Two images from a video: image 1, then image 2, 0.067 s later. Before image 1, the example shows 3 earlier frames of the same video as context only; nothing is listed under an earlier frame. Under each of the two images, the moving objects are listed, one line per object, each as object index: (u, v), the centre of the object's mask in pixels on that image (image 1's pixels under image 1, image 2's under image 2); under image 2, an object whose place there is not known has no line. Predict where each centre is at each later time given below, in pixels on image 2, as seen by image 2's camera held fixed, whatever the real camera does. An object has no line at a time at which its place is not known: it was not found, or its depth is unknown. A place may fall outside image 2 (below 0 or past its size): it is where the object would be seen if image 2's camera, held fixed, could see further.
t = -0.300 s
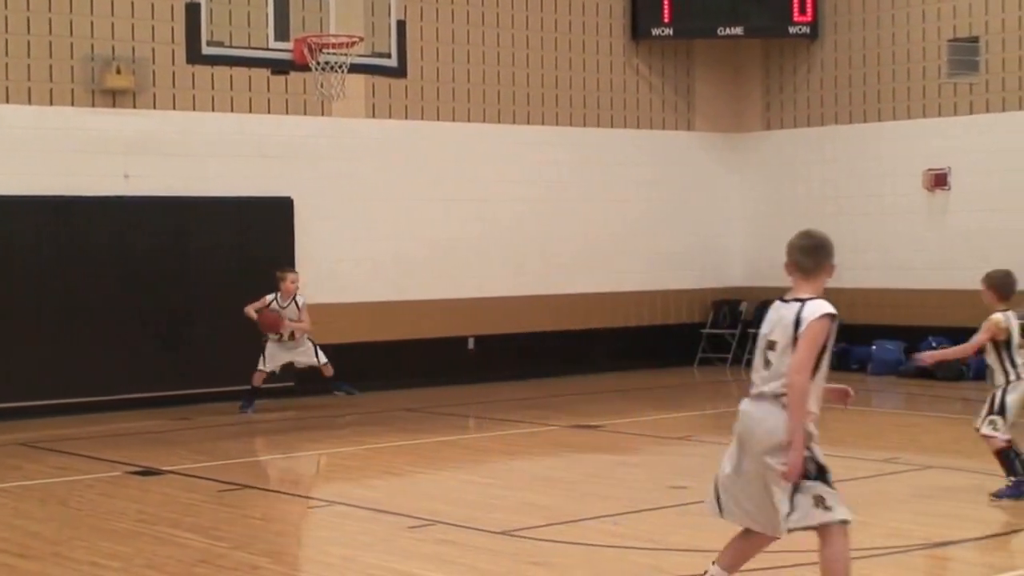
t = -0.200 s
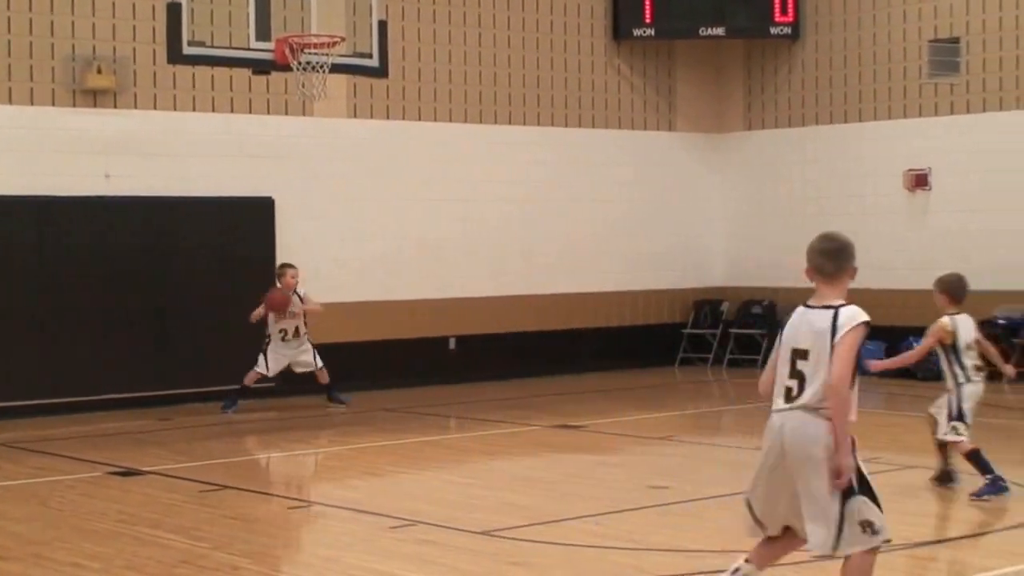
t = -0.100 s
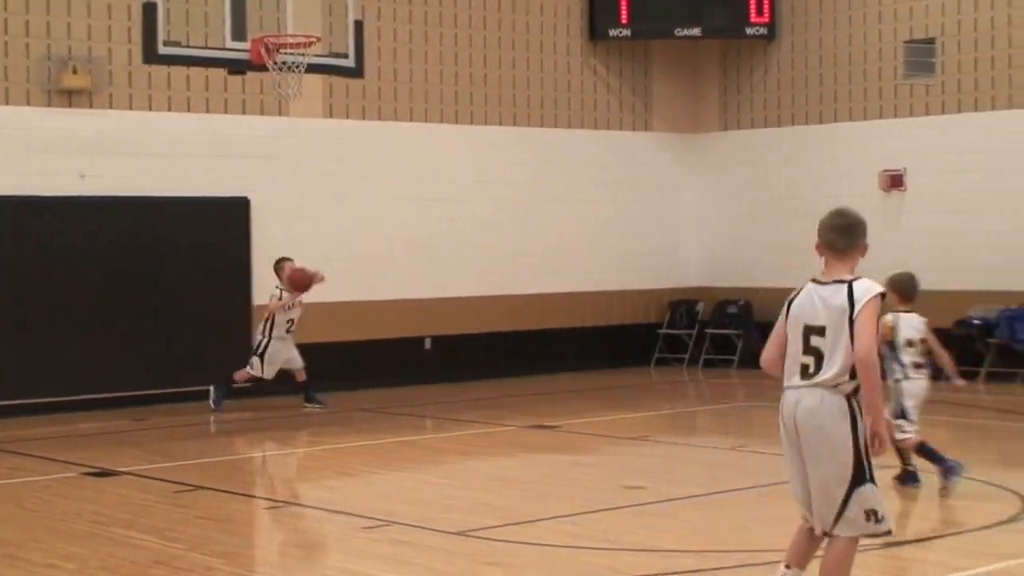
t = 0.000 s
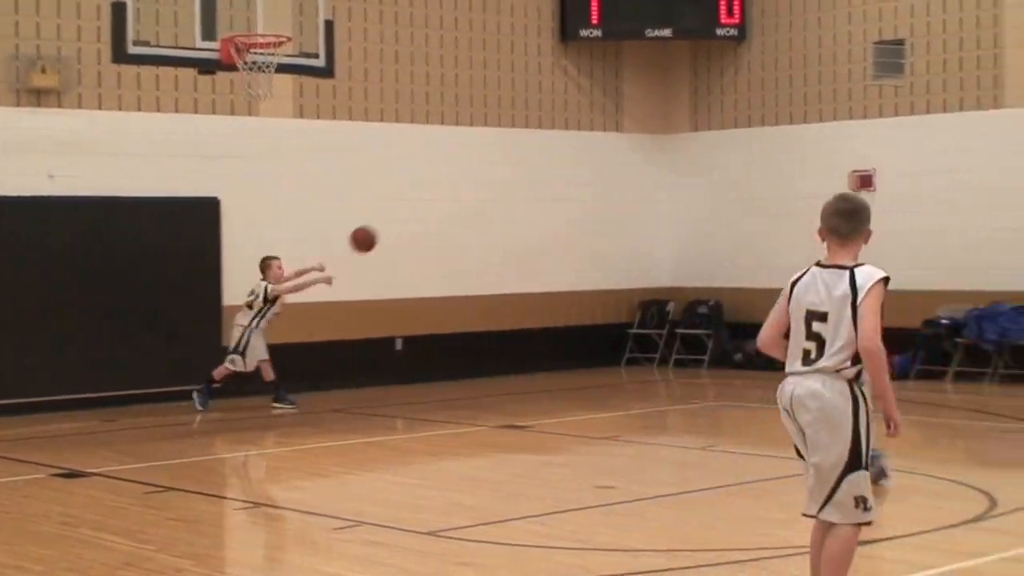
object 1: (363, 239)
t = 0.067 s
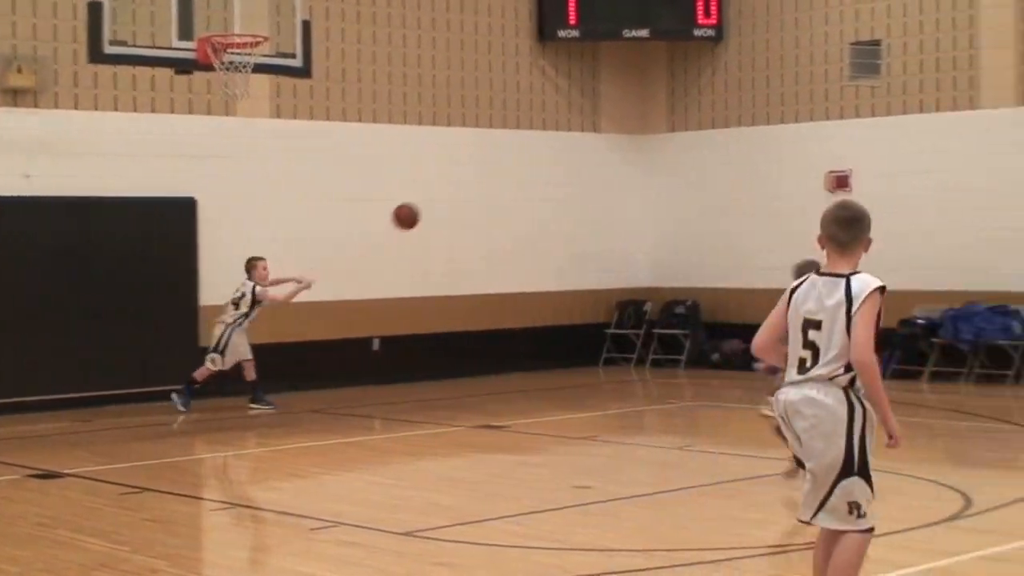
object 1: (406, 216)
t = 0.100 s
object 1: (438, 206)
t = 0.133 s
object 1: (470, 197)
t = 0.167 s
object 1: (503, 189)
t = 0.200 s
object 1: (536, 183)
